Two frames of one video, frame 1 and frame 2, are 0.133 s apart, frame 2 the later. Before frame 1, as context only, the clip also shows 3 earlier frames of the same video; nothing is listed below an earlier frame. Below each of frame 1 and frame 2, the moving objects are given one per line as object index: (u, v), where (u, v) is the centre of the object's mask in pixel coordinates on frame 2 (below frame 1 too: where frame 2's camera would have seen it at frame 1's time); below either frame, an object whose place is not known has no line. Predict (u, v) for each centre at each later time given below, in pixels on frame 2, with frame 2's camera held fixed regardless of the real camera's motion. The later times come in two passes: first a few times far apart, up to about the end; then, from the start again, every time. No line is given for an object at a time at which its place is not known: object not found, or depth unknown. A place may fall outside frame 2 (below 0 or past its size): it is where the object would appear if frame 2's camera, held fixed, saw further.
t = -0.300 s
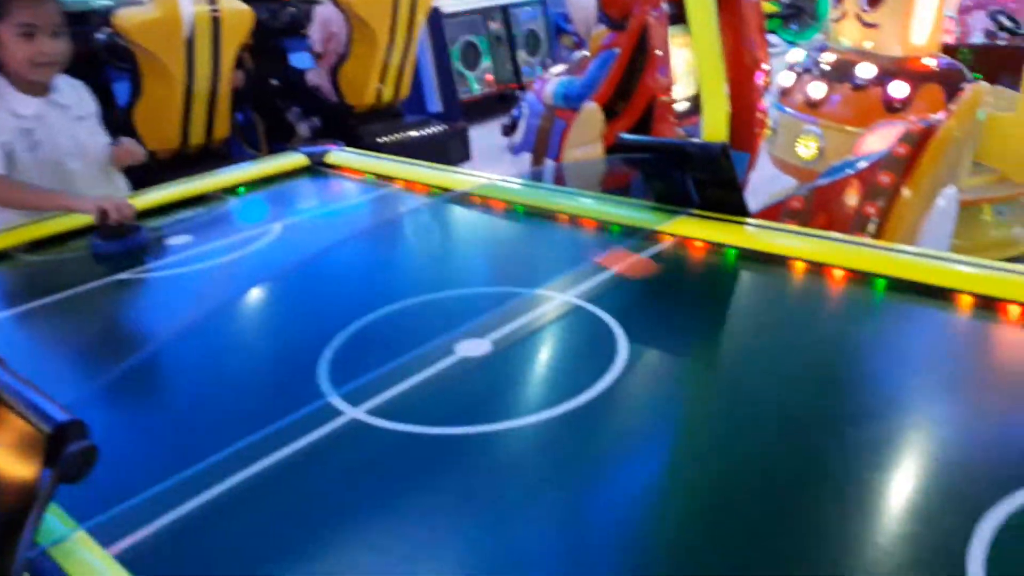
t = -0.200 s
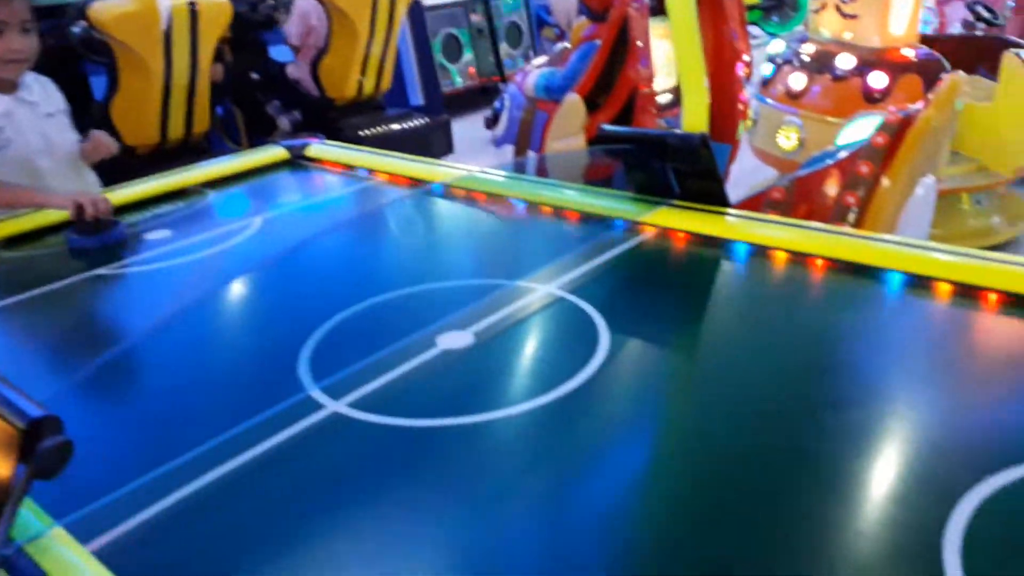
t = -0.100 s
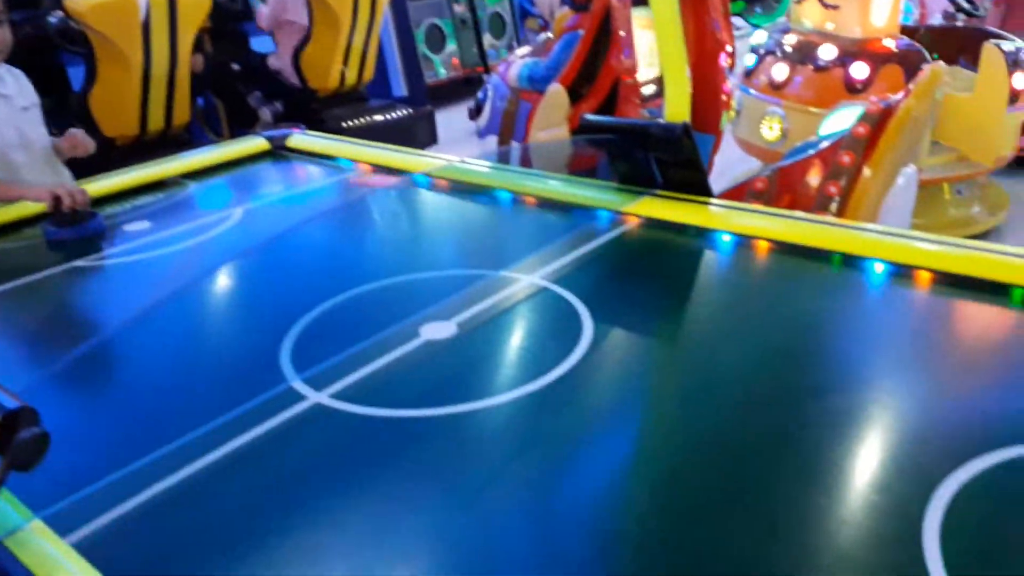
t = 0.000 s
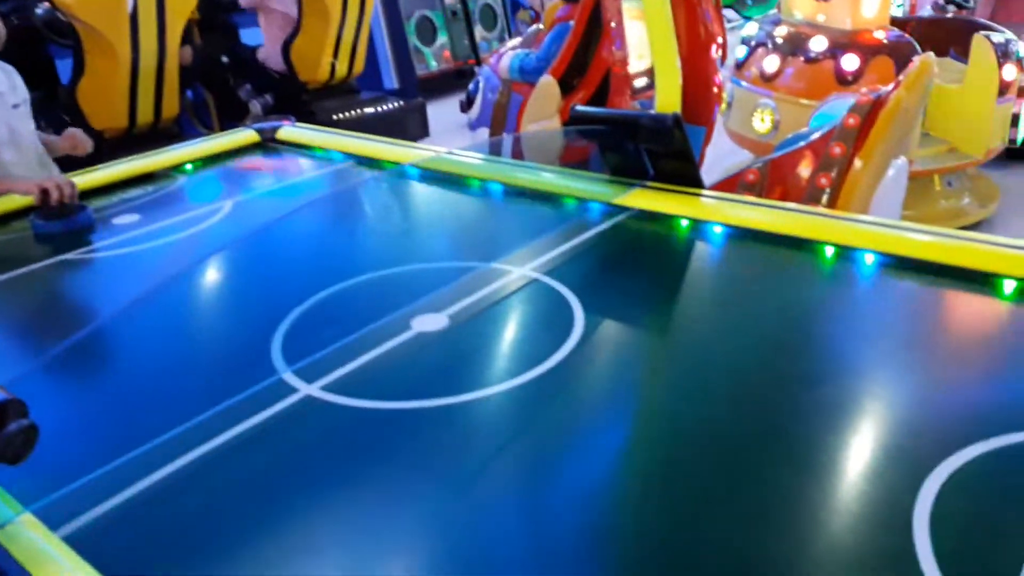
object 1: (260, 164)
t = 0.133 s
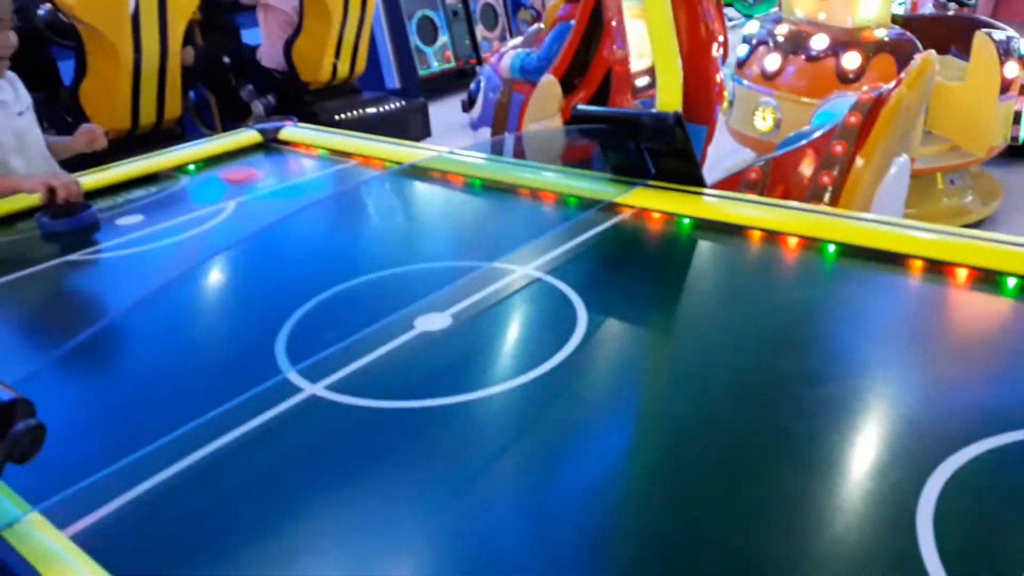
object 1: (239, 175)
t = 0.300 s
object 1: (323, 211)
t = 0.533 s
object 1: (490, 283)
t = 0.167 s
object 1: (255, 181)
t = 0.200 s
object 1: (271, 188)
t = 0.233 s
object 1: (288, 195)
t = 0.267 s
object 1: (302, 201)
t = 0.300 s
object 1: (323, 211)
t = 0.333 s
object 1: (343, 219)
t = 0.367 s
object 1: (363, 229)
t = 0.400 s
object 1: (386, 239)
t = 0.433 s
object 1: (408, 249)
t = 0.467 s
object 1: (436, 260)
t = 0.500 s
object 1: (463, 272)
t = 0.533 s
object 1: (490, 283)
